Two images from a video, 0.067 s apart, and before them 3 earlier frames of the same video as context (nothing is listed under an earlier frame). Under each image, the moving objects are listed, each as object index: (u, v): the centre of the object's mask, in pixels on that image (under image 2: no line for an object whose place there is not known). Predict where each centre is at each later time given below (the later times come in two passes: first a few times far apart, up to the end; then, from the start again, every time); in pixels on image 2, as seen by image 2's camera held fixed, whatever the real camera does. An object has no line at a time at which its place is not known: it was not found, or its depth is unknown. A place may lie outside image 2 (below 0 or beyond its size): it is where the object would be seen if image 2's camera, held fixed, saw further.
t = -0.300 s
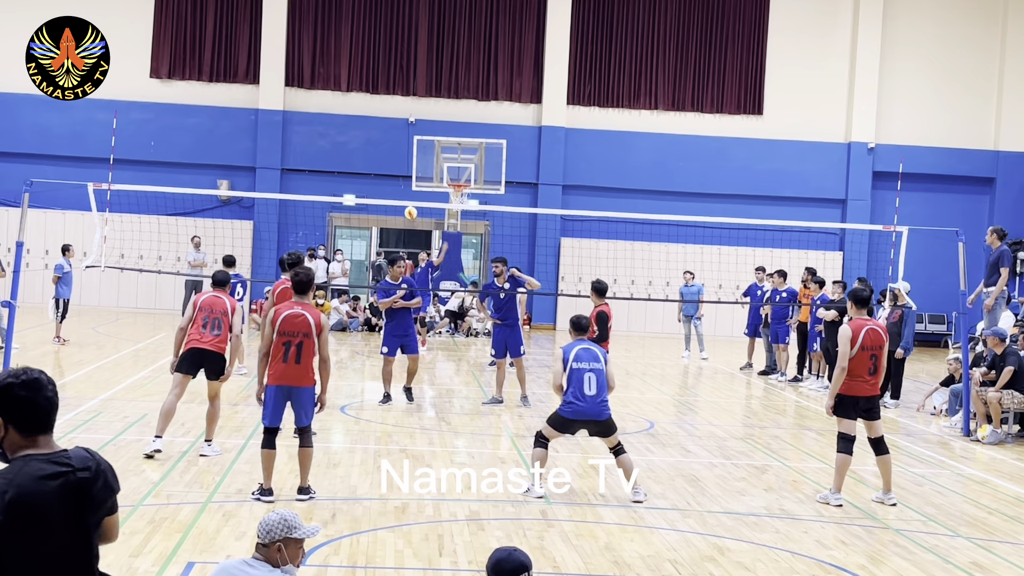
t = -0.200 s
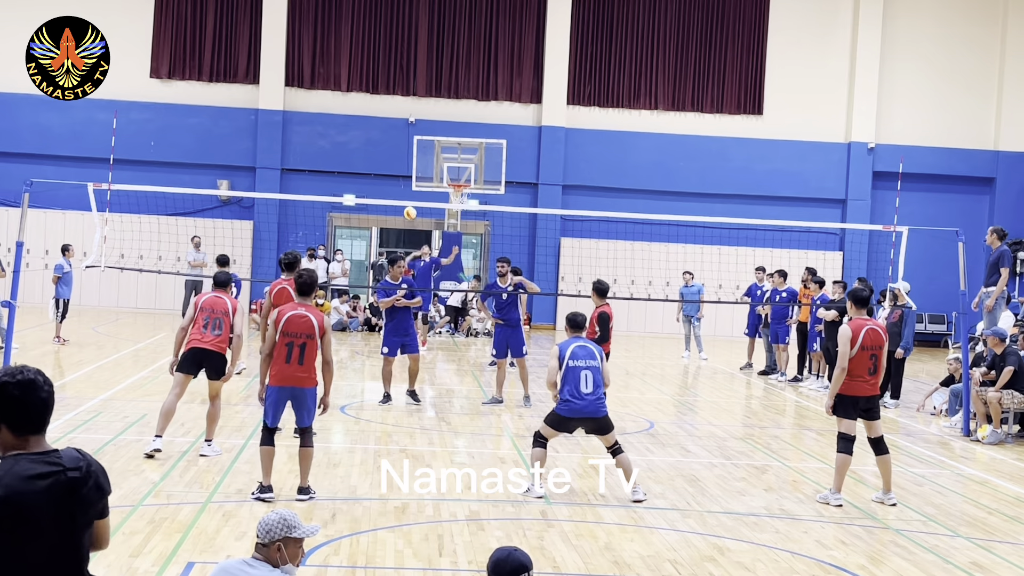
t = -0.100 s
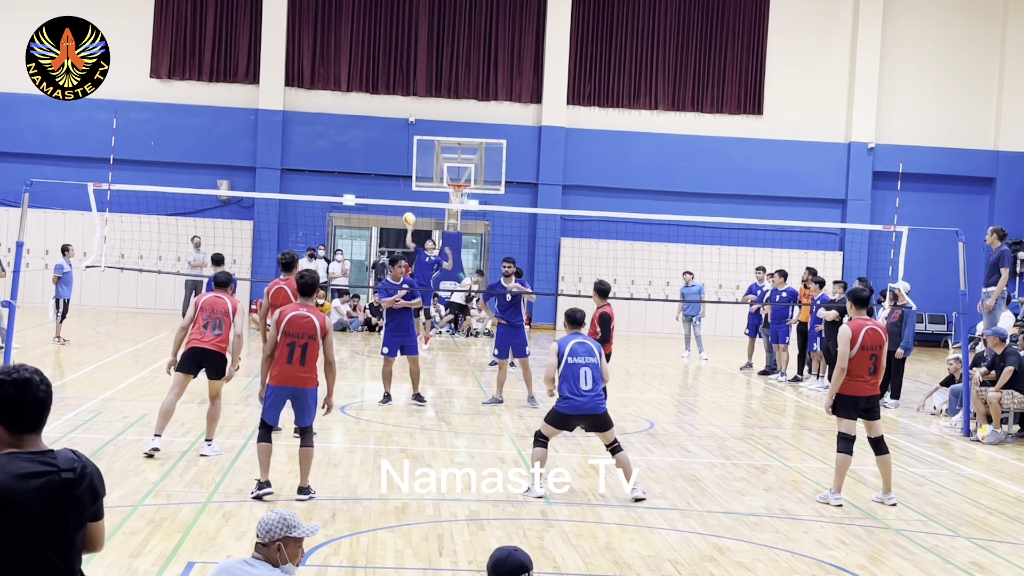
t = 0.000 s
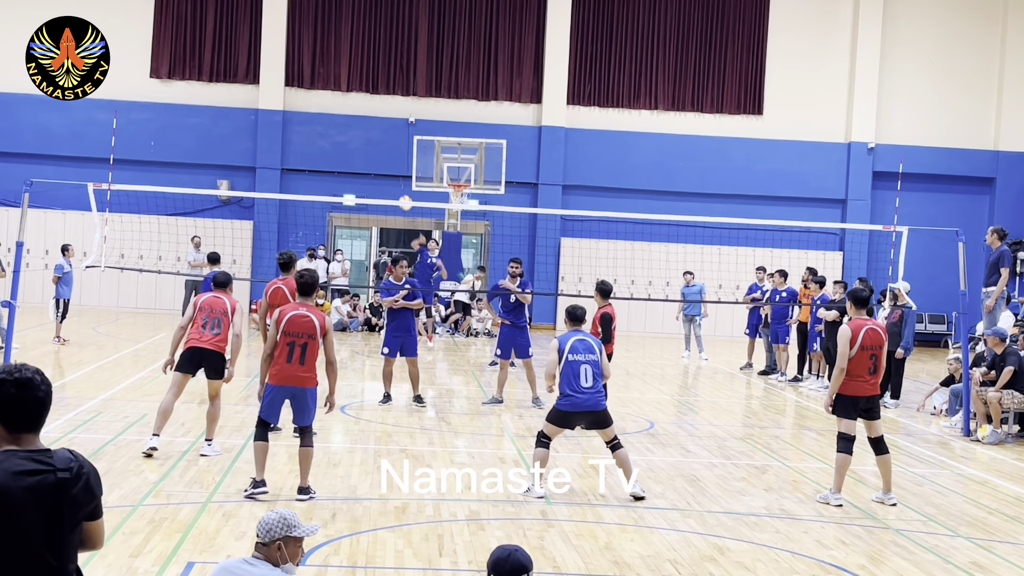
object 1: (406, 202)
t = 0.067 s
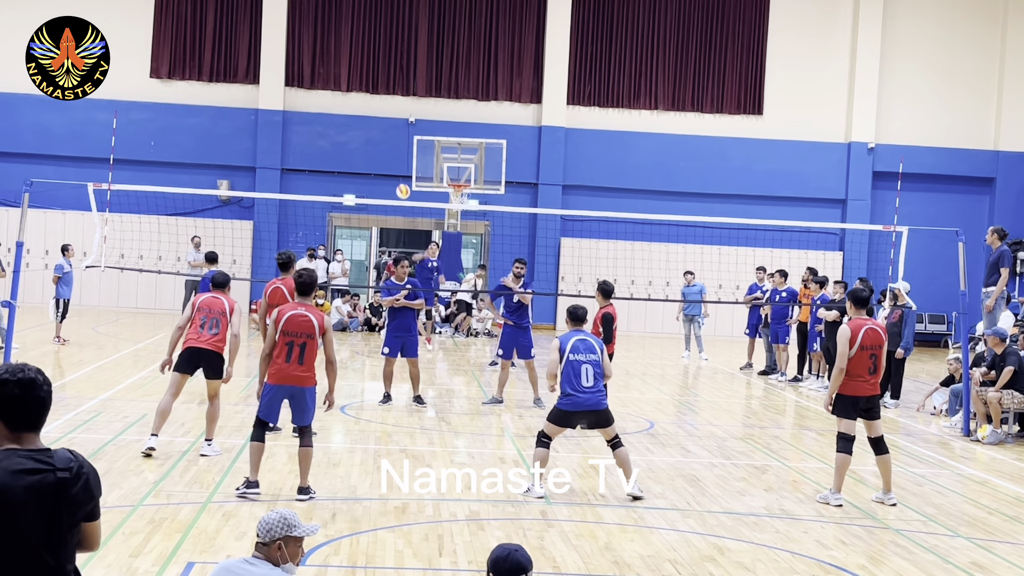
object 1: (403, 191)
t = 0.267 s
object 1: (398, 173)
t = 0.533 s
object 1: (387, 189)
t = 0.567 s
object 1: (386, 193)
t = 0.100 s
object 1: (402, 186)
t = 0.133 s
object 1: (401, 182)
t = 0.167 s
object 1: (400, 179)
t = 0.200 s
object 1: (399, 176)
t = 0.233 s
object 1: (399, 174)
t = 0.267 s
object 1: (398, 173)
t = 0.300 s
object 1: (397, 172)
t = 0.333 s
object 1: (395, 172)
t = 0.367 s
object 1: (394, 173)
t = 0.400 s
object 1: (393, 174)
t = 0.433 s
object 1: (391, 176)
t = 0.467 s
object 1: (390, 179)
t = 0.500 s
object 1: (389, 184)
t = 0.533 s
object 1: (387, 189)
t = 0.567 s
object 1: (386, 193)
